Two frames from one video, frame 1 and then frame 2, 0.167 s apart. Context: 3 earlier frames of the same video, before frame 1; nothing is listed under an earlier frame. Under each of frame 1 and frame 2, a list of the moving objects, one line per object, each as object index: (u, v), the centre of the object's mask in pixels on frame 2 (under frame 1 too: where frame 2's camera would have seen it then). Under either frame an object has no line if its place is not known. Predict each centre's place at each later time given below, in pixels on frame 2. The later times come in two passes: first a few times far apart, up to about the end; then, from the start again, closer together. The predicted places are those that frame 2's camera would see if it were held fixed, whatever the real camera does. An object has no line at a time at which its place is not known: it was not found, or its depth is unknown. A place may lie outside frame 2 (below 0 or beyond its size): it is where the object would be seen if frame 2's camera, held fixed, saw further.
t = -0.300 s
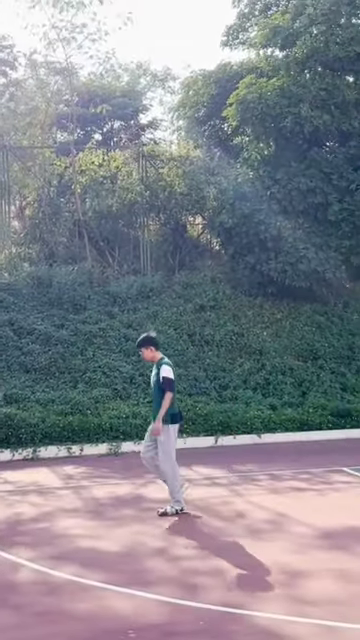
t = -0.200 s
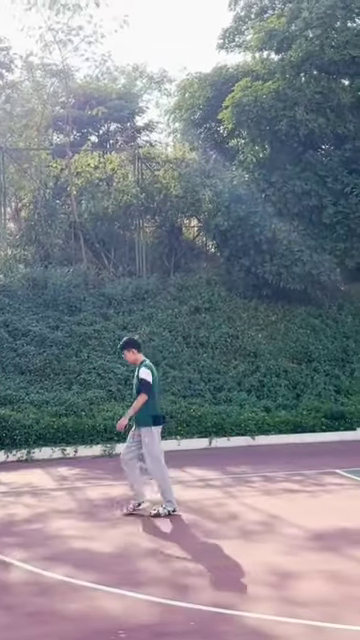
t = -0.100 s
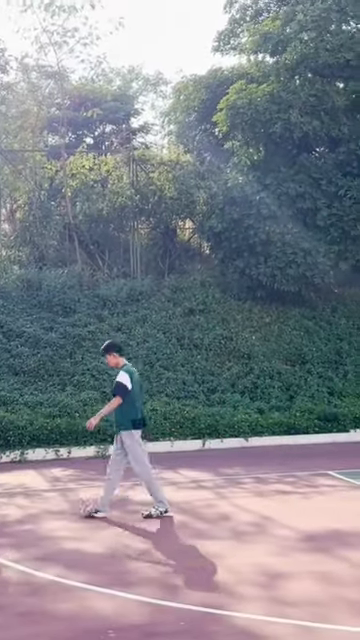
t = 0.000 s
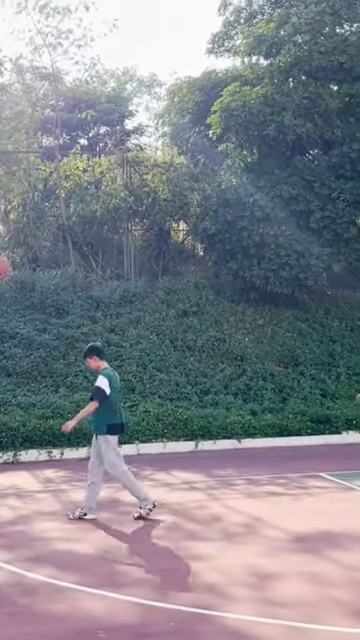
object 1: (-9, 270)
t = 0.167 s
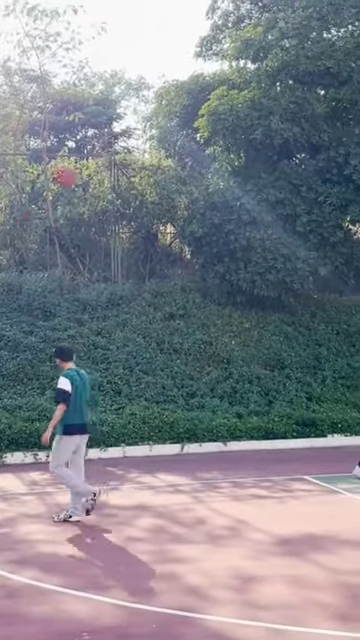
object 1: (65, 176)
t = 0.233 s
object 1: (95, 147)
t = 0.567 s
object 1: (245, 66)
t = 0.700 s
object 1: (304, 61)
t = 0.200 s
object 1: (80, 161)
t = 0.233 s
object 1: (95, 147)
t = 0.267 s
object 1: (112, 135)
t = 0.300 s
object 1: (126, 123)
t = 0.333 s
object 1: (141, 112)
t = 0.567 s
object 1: (245, 66)
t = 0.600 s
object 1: (259, 64)
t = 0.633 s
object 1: (275, 63)
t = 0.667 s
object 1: (289, 61)
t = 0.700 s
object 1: (304, 61)
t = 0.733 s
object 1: (318, 62)
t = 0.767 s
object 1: (332, 63)
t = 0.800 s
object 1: (347, 66)
